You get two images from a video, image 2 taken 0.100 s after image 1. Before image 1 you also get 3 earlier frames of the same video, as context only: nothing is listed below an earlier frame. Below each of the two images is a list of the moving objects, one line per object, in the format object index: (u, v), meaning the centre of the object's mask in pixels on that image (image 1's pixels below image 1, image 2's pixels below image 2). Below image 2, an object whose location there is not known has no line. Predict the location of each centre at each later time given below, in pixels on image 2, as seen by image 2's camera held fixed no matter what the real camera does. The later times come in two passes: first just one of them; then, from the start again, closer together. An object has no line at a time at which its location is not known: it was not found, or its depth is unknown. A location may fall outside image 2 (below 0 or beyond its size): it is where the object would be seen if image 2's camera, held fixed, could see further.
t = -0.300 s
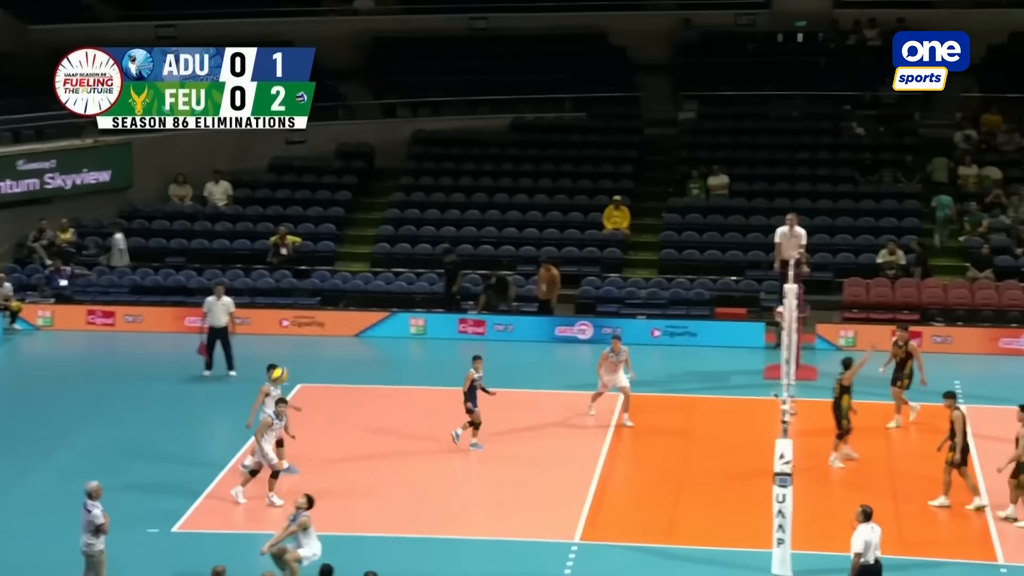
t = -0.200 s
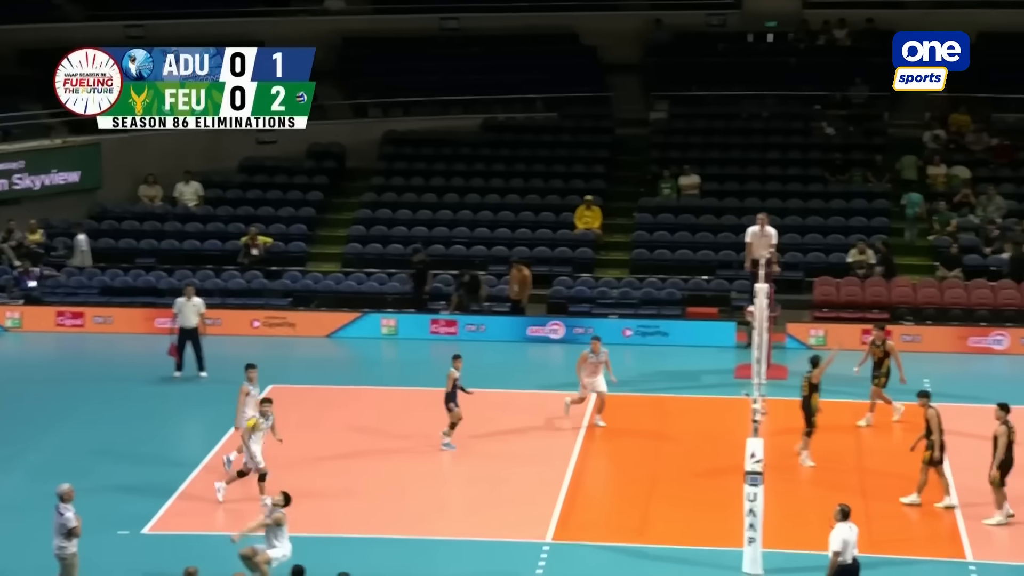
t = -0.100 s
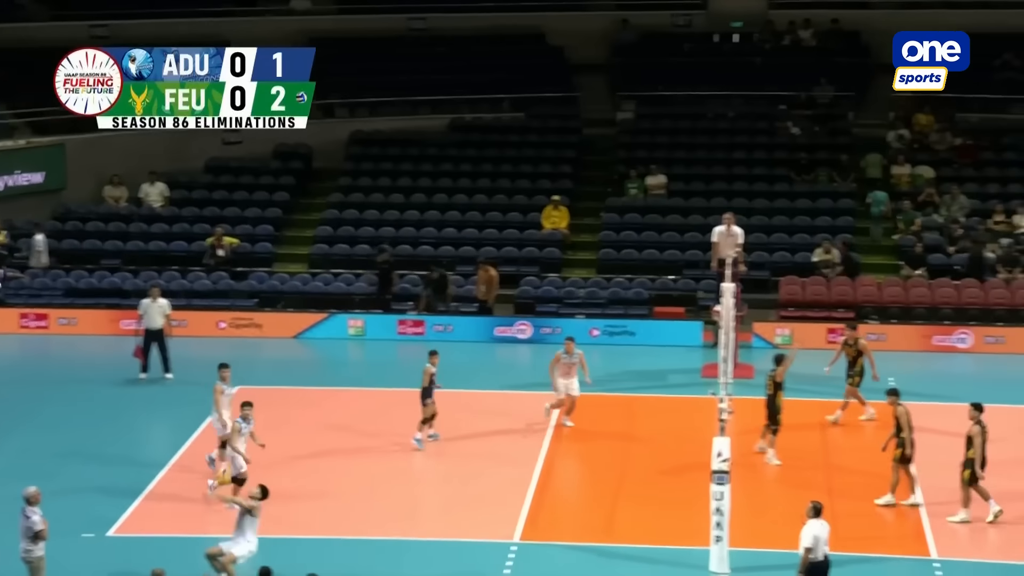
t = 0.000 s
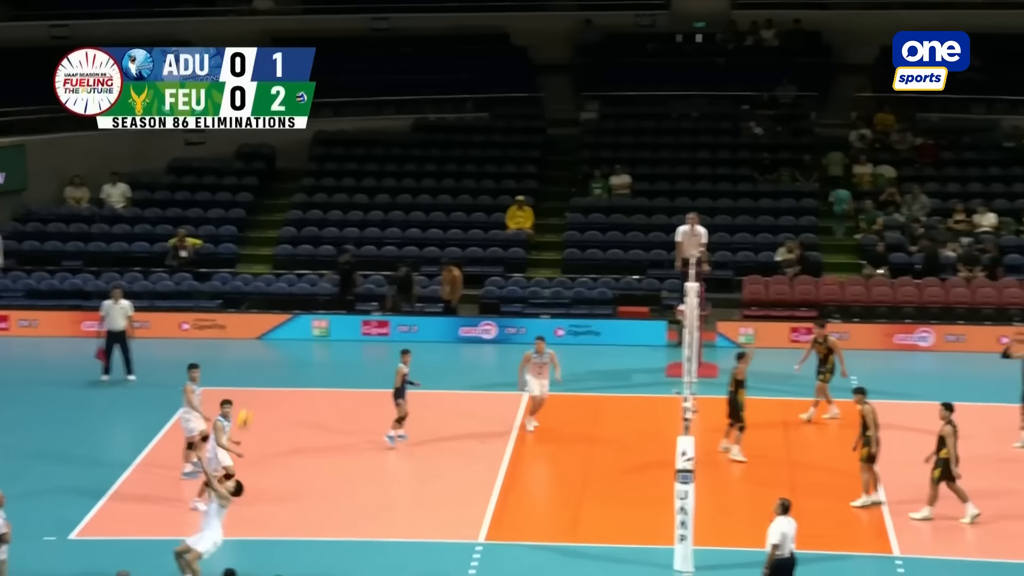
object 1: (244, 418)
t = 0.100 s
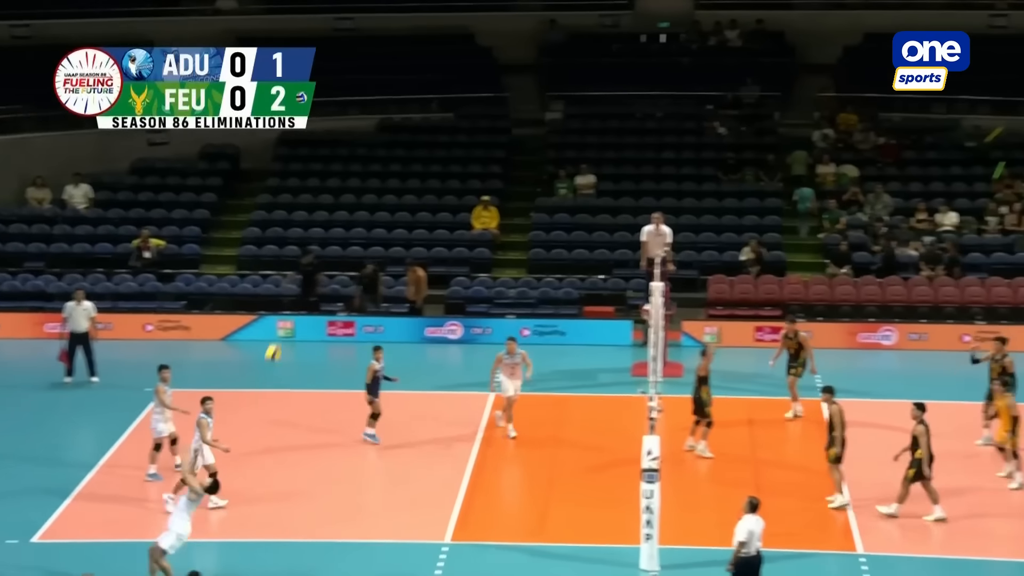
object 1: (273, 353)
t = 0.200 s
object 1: (335, 295)
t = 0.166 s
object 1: (315, 313)
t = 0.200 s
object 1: (335, 295)
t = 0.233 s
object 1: (356, 278)
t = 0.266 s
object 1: (375, 264)
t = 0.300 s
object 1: (395, 249)
